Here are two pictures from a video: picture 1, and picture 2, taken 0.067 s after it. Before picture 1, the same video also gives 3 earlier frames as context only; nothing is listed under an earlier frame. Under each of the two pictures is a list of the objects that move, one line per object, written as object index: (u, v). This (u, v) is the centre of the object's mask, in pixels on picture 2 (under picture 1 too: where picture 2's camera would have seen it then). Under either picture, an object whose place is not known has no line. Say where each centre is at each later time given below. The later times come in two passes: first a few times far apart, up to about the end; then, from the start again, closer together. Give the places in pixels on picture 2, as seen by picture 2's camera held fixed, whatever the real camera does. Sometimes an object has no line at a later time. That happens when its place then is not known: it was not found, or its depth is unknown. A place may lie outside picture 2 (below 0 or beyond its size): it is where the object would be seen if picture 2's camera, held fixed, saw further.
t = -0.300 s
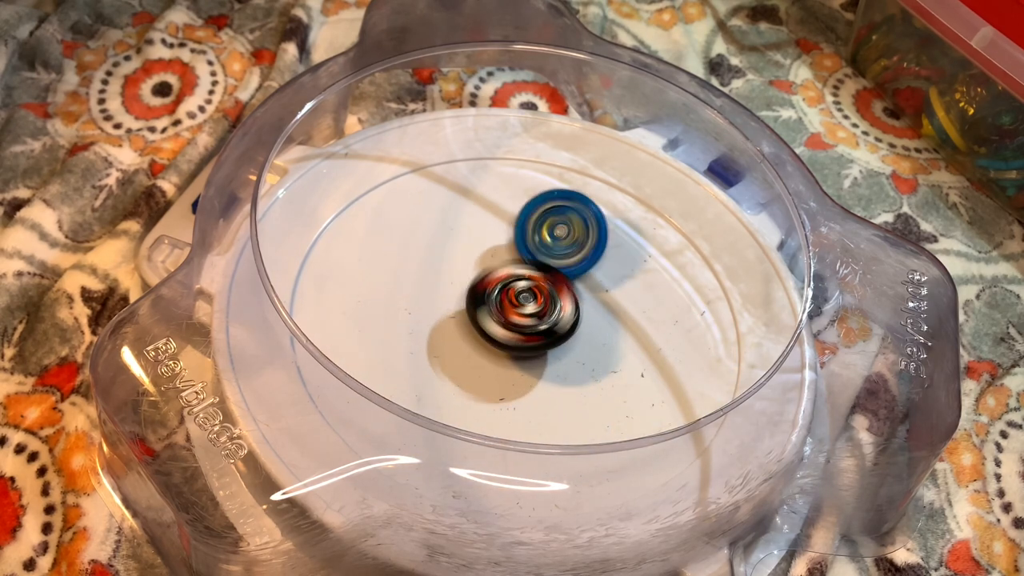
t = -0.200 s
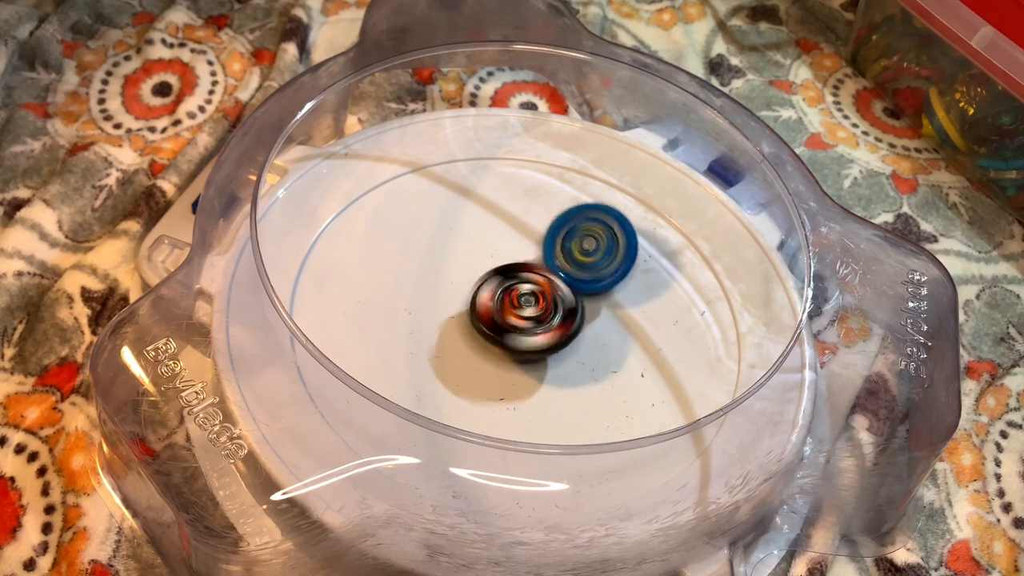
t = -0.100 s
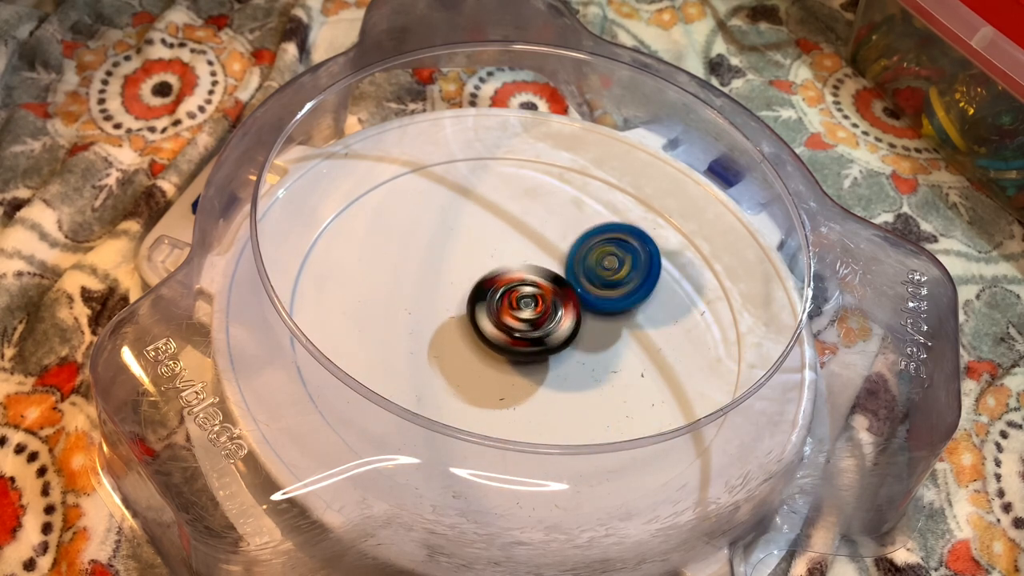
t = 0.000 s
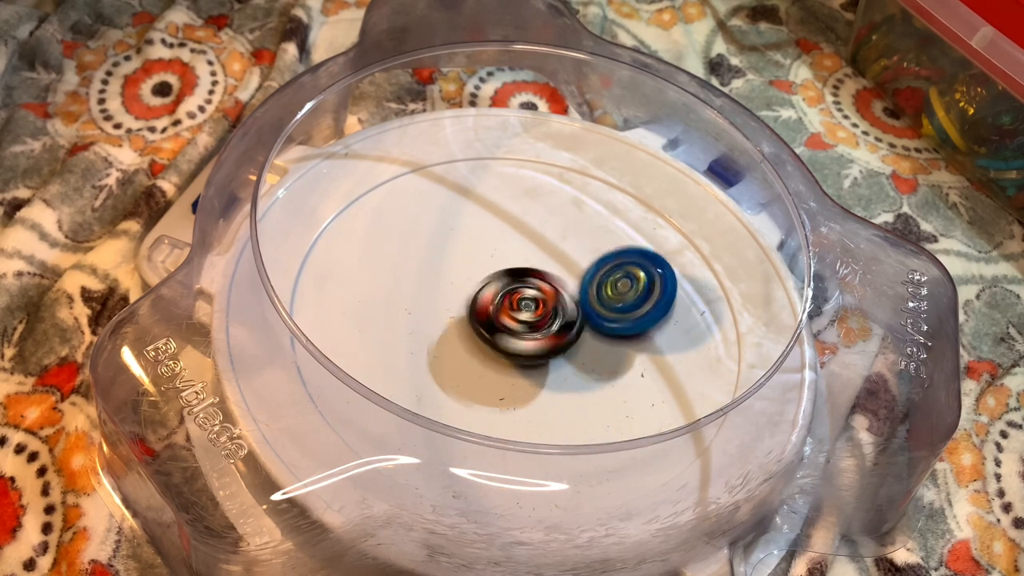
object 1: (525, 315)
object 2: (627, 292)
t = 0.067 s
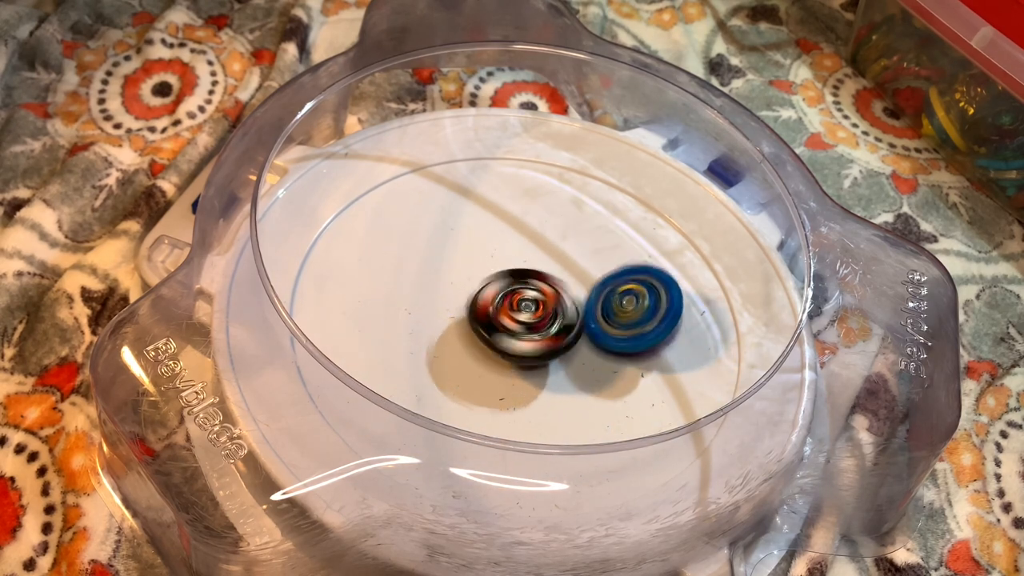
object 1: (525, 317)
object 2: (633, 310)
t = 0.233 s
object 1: (522, 315)
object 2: (626, 354)
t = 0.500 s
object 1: (517, 308)
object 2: (559, 401)
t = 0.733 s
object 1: (520, 303)
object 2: (472, 386)
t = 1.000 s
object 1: (526, 301)
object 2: (415, 321)
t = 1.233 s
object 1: (529, 307)
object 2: (426, 260)
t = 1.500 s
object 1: (526, 313)
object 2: (491, 227)
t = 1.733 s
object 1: (518, 314)
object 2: (564, 240)
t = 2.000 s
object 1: (516, 310)
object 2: (622, 300)
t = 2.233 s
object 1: (518, 305)
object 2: (617, 357)
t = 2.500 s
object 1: (525, 306)
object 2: (542, 394)
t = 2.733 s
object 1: (528, 308)
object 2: (458, 372)
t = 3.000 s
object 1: (526, 313)
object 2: (418, 304)
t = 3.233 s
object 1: (522, 312)
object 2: (445, 249)
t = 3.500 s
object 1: (518, 312)
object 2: (521, 228)
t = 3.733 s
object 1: (519, 314)
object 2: (589, 258)
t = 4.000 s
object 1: (514, 313)
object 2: (623, 328)
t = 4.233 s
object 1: (513, 309)
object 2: (585, 383)
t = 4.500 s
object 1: (522, 302)
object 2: (489, 391)
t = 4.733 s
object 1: (528, 303)
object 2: (430, 336)
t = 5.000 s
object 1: (532, 312)
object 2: (440, 262)
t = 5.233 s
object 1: (525, 316)
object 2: (502, 232)
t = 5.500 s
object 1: (515, 310)
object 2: (585, 255)
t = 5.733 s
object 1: (511, 306)
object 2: (617, 315)
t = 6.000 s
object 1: (517, 305)
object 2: (587, 380)
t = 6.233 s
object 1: (524, 307)
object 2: (509, 400)
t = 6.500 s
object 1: (524, 313)
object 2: (440, 369)
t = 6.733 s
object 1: (541, 314)
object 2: (396, 291)
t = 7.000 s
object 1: (544, 311)
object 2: (406, 269)
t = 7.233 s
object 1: (547, 325)
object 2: (466, 262)
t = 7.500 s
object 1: (556, 354)
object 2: (494, 221)
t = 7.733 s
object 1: (533, 347)
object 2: (504, 255)
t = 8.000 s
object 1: (486, 353)
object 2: (539, 240)
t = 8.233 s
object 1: (495, 323)
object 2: (549, 254)
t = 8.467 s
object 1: (490, 316)
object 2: (555, 251)
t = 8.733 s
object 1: (494, 316)
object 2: (553, 256)
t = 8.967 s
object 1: (495, 316)
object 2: (553, 256)
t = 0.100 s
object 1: (524, 316)
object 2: (634, 318)
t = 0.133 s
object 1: (525, 317)
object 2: (633, 327)
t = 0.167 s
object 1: (523, 316)
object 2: (632, 335)
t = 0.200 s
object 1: (524, 317)
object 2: (629, 344)
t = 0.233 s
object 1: (522, 315)
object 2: (626, 354)
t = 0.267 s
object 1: (522, 316)
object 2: (622, 363)
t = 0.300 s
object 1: (520, 314)
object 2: (617, 371)
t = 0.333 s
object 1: (521, 314)
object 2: (609, 374)
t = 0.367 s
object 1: (519, 312)
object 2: (600, 380)
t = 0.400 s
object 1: (519, 312)
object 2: (591, 390)
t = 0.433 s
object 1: (517, 310)
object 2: (581, 394)
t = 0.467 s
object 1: (519, 310)
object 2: (570, 398)
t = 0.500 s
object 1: (517, 308)
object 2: (559, 401)
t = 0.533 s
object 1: (518, 308)
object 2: (547, 402)
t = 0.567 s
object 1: (517, 306)
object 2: (534, 403)
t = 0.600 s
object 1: (519, 306)
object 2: (521, 401)
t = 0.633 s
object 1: (517, 305)
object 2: (508, 400)
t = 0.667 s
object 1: (519, 304)
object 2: (497, 396)
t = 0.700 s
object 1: (518, 303)
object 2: (484, 393)
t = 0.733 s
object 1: (520, 303)
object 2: (472, 386)
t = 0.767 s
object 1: (519, 302)
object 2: (462, 379)
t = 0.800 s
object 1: (521, 302)
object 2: (451, 373)
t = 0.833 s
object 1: (521, 302)
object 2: (443, 365)
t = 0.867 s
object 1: (523, 301)
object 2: (434, 358)
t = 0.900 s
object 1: (523, 301)
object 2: (427, 349)
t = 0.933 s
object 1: (524, 301)
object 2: (422, 338)
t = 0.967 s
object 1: (524, 301)
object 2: (418, 330)
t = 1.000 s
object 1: (526, 301)
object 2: (415, 321)
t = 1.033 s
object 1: (526, 303)
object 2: (413, 310)
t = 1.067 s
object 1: (526, 302)
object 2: (411, 301)
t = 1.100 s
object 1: (527, 304)
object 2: (412, 293)
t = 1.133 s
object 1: (527, 304)
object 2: (415, 284)
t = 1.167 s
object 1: (528, 305)
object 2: (417, 275)
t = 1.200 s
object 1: (528, 305)
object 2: (421, 267)
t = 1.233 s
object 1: (529, 307)
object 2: (426, 260)
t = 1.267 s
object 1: (529, 307)
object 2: (432, 253)
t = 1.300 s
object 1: (529, 308)
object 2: (439, 247)
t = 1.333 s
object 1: (529, 309)
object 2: (446, 241)
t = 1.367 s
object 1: (528, 310)
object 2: (453, 237)
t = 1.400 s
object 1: (528, 311)
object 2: (463, 234)
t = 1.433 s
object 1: (527, 312)
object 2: (472, 231)
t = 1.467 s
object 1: (527, 312)
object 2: (481, 228)
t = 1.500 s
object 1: (526, 313)
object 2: (491, 227)
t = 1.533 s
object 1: (525, 313)
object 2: (501, 226)
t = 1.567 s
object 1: (525, 315)
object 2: (511, 226)
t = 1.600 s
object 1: (523, 314)
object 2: (521, 227)
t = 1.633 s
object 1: (523, 314)
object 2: (532, 229)
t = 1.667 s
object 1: (520, 314)
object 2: (542, 232)
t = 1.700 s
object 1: (521, 314)
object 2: (553, 236)
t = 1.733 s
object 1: (518, 314)
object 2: (564, 240)
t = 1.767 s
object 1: (519, 314)
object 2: (573, 246)
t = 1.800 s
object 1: (517, 314)
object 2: (582, 252)
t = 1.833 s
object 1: (517, 313)
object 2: (591, 259)
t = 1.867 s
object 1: (516, 312)
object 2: (598, 267)
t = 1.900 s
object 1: (516, 311)
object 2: (606, 275)
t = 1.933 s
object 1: (515, 311)
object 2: (612, 283)
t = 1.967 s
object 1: (515, 310)
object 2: (618, 292)
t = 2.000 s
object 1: (516, 310)
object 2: (622, 300)
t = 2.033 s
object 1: (516, 309)
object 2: (625, 308)
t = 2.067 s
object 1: (516, 309)
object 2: (627, 316)
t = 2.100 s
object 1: (517, 307)
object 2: (627, 325)
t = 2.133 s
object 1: (517, 308)
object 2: (626, 333)
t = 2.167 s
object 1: (518, 306)
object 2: (624, 341)
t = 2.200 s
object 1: (519, 307)
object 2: (621, 349)
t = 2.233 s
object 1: (518, 305)
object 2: (617, 357)
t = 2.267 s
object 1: (520, 305)
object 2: (612, 366)
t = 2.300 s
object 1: (519, 305)
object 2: (605, 370)
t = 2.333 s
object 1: (521, 304)
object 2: (596, 376)
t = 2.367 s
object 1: (522, 305)
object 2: (587, 383)
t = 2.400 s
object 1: (523, 304)
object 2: (578, 386)
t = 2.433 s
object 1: (524, 305)
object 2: (566, 389)
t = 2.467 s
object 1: (524, 304)
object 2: (553, 394)
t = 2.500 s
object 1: (525, 306)
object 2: (542, 394)
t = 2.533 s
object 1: (526, 305)
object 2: (529, 394)
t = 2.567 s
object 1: (526, 306)
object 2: (516, 394)
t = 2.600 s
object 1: (528, 306)
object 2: (505, 391)
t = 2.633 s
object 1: (529, 308)
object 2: (492, 388)
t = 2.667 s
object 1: (528, 307)
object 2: (479, 384)
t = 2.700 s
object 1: (530, 308)
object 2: (469, 379)
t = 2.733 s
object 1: (528, 308)
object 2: (458, 372)
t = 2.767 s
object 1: (530, 308)
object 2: (449, 365)
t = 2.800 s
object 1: (529, 310)
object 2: (441, 358)
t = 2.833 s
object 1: (529, 310)
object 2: (433, 349)
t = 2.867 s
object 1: (529, 311)
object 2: (428, 339)
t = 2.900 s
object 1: (528, 312)
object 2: (423, 331)
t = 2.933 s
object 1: (527, 312)
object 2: (419, 322)
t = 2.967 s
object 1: (527, 312)
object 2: (418, 312)
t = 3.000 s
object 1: (526, 313)
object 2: (418, 304)
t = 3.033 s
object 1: (525, 312)
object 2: (418, 294)
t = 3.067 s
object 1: (526, 313)
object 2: (420, 286)
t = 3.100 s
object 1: (524, 313)
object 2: (423, 277)
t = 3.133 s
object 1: (525, 312)
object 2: (427, 270)
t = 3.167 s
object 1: (524, 313)
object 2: (432, 262)
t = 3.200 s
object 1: (523, 312)
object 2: (438, 255)
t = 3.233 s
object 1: (522, 312)
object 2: (445, 249)
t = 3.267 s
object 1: (522, 312)
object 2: (453, 244)
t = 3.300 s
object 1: (521, 312)
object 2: (461, 239)
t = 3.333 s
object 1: (521, 311)
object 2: (470, 235)
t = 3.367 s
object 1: (520, 312)
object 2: (479, 232)
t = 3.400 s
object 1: (518, 311)
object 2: (489, 230)
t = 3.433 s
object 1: (519, 312)
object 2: (500, 228)
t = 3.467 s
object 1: (518, 313)
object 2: (510, 227)
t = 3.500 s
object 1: (518, 312)
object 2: (521, 228)
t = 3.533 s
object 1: (518, 313)
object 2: (532, 230)
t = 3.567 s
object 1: (518, 313)
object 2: (542, 232)
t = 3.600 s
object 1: (517, 314)
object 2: (552, 236)
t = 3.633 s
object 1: (518, 314)
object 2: (562, 241)
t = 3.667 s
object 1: (519, 314)
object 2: (572, 245)
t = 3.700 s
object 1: (518, 314)
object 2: (581, 251)
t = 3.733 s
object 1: (519, 314)
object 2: (589, 258)
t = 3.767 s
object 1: (519, 314)
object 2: (597, 266)
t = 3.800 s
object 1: (516, 313)
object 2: (605, 274)
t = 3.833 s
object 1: (516, 312)
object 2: (611, 283)
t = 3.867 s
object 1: (518, 313)
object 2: (616, 292)
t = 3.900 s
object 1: (516, 314)
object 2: (619, 301)
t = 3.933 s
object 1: (513, 313)
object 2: (622, 310)
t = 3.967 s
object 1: (515, 313)
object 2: (623, 318)
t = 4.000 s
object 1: (514, 313)
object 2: (623, 328)
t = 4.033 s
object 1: (513, 313)
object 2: (622, 337)
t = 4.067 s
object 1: (512, 312)
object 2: (619, 347)
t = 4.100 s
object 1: (513, 311)
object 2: (616, 356)
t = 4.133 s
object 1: (513, 311)
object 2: (609, 364)
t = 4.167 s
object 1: (512, 309)
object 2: (603, 370)
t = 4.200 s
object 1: (513, 310)
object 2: (594, 378)
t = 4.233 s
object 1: (513, 309)
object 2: (585, 383)
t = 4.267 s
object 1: (514, 308)
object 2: (574, 387)
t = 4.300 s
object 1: (515, 306)
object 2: (565, 392)
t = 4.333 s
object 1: (518, 304)
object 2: (553, 396)
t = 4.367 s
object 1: (519, 305)
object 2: (540, 398)
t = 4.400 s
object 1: (518, 303)
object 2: (528, 400)
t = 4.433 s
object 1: (520, 302)
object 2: (515, 397)
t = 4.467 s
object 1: (522, 302)
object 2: (504, 392)
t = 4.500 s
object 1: (522, 302)
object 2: (489, 391)
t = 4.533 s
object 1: (522, 302)
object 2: (478, 385)
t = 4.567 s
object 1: (523, 301)
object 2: (467, 380)
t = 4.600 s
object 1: (525, 302)
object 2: (457, 372)
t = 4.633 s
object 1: (526, 302)
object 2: (448, 365)
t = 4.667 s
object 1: (527, 303)
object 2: (441, 355)
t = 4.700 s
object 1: (527, 304)
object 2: (436, 345)
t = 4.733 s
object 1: (528, 303)
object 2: (430, 336)
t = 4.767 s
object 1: (528, 306)
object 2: (428, 324)
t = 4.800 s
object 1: (528, 307)
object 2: (426, 315)
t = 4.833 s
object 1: (530, 308)
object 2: (425, 305)
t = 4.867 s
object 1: (530, 309)
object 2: (426, 296)
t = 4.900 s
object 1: (531, 310)
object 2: (427, 287)
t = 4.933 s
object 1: (530, 311)
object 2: (430, 278)
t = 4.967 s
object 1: (531, 311)
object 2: (435, 270)
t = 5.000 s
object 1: (532, 312)
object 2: (440, 262)
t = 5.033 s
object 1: (530, 314)
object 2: (447, 256)
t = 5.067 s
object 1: (530, 315)
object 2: (454, 250)
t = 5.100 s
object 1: (529, 315)
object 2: (463, 244)
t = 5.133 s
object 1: (529, 315)
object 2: (472, 240)
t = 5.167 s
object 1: (529, 316)
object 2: (481, 237)
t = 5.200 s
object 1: (526, 317)
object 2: (492, 234)
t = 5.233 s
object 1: (525, 316)
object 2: (502, 232)
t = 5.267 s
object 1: (524, 316)
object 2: (513, 231)
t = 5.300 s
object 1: (523, 314)
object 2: (524, 231)
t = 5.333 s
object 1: (523, 315)
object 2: (535, 233)
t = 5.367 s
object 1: (521, 314)
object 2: (545, 235)
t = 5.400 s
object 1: (520, 314)
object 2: (556, 239)
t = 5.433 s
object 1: (518, 313)
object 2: (566, 243)
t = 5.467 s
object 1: (517, 310)
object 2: (576, 249)
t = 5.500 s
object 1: (515, 310)
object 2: (585, 255)
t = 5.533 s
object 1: (512, 309)
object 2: (592, 262)
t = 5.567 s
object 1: (512, 309)
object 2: (599, 270)
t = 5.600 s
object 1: (513, 309)
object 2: (605, 279)
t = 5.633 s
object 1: (512, 309)
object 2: (609, 288)
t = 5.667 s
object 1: (511, 308)
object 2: (613, 297)
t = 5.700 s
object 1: (510, 307)
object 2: (615, 306)
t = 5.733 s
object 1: (511, 306)
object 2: (617, 315)
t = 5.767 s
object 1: (512, 306)
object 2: (618, 325)
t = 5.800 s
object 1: (512, 306)
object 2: (616, 332)
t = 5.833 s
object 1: (513, 306)
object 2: (615, 341)
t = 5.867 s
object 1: (513, 305)
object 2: (612, 352)
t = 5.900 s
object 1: (514, 305)
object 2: (608, 360)
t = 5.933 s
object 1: (515, 305)
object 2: (603, 368)
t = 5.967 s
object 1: (516, 305)
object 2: (595, 374)
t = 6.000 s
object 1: (517, 305)
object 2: (587, 380)
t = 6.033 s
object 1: (518, 306)
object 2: (577, 385)
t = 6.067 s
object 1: (519, 306)
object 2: (566, 389)
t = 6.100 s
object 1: (521, 305)
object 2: (555, 394)
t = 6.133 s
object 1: (521, 306)
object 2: (544, 398)
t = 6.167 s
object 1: (523, 306)
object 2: (532, 400)
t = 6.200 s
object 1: (523, 308)
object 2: (520, 401)
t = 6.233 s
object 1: (524, 307)
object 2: (509, 400)
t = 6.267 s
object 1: (525, 308)
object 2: (497, 399)
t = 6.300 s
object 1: (524, 309)
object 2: (487, 398)
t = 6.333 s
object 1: (524, 309)
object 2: (477, 396)
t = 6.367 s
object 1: (524, 310)
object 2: (467, 393)
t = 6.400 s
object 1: (524, 311)
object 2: (460, 388)
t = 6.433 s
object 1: (525, 312)
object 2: (452, 383)
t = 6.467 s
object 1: (524, 313)
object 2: (445, 377)
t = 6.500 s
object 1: (524, 313)
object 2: (440, 369)
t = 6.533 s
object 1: (524, 314)
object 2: (437, 360)
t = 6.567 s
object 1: (526, 313)
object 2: (433, 350)
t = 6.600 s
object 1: (530, 315)
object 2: (423, 338)
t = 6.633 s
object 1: (532, 314)
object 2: (413, 325)
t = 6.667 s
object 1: (535, 312)
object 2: (405, 312)
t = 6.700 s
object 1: (539, 312)
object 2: (400, 300)
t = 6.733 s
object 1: (541, 314)
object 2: (396, 291)
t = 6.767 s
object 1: (541, 313)
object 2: (394, 282)
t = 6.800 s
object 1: (541, 312)
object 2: (393, 274)
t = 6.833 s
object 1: (543, 311)
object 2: (395, 272)
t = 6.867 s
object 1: (544, 311)
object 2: (395, 270)
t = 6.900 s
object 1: (545, 312)
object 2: (397, 269)
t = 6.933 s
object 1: (544, 312)
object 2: (399, 268)
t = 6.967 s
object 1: (544, 311)
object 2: (402, 267)
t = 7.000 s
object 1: (544, 311)
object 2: (406, 269)
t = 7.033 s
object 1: (545, 311)
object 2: (410, 269)
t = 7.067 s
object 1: (543, 311)
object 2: (416, 271)
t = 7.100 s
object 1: (541, 311)
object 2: (427, 273)
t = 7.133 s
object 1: (540, 310)
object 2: (440, 277)
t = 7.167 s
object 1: (544, 314)
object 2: (448, 274)
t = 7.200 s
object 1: (543, 317)
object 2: (457, 273)
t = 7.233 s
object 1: (547, 325)
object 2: (466, 262)
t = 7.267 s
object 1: (549, 330)
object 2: (475, 249)
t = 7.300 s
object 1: (552, 332)
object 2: (482, 238)
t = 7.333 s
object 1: (557, 337)
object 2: (487, 227)
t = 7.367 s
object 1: (558, 342)
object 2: (490, 220)
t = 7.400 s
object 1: (558, 345)
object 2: (493, 216)
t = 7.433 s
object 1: (559, 349)
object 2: (494, 216)
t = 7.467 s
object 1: (559, 352)
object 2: (495, 217)
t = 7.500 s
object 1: (556, 354)
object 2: (494, 221)
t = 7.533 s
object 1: (554, 355)
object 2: (492, 224)
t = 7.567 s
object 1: (552, 357)
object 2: (490, 228)
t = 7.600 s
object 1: (549, 356)
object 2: (491, 232)
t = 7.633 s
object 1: (545, 355)
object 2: (495, 237)
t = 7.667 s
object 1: (541, 354)
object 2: (500, 242)
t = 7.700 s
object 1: (537, 351)
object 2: (502, 248)
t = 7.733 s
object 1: (533, 347)
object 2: (504, 255)
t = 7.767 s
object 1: (529, 344)
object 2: (507, 259)
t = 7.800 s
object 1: (524, 340)
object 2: (514, 261)
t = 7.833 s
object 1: (518, 342)
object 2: (524, 258)
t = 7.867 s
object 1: (507, 351)
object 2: (535, 248)
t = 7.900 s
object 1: (496, 354)
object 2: (540, 242)
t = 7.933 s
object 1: (489, 356)
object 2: (540, 239)
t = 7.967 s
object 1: (486, 355)
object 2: (539, 240)
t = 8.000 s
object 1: (486, 353)
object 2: (539, 240)
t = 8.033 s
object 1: (487, 351)
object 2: (540, 240)
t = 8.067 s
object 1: (488, 346)
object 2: (541, 241)
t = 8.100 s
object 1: (488, 342)
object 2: (543, 242)
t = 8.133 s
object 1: (490, 338)
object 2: (544, 243)
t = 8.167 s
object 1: (492, 334)
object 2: (546, 246)
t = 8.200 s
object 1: (493, 329)
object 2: (549, 249)
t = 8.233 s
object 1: (495, 323)
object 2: (549, 254)
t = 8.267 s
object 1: (497, 318)
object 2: (550, 256)
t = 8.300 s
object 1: (493, 312)
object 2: (551, 255)
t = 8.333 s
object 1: (492, 311)
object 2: (553, 253)
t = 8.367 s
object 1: (490, 312)
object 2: (554, 252)
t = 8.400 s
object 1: (489, 314)
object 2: (555, 251)
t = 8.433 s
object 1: (490, 314)
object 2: (555, 251)
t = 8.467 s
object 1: (490, 316)
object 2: (555, 251)
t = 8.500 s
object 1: (492, 316)
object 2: (555, 251)
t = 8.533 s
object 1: (493, 315)
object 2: (556, 252)
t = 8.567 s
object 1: (494, 316)
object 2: (556, 253)
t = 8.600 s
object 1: (495, 316)
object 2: (555, 254)
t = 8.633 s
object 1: (495, 316)
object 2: (554, 255)
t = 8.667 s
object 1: (494, 316)
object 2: (553, 256)
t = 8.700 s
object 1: (493, 316)
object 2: (553, 256)
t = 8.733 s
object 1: (494, 316)
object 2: (553, 256)
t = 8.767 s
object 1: (495, 316)
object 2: (554, 255)
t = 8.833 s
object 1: (495, 316)
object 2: (553, 256)
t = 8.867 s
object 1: (495, 316)
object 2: (554, 255)
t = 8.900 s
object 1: (495, 316)
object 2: (553, 256)
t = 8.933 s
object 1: (495, 316)
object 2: (554, 255)
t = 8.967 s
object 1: (495, 316)
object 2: (553, 256)
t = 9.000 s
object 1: (495, 316)
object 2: (554, 255)
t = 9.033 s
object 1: (495, 316)
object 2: (553, 256)
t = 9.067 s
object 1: (495, 316)
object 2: (553, 256)
